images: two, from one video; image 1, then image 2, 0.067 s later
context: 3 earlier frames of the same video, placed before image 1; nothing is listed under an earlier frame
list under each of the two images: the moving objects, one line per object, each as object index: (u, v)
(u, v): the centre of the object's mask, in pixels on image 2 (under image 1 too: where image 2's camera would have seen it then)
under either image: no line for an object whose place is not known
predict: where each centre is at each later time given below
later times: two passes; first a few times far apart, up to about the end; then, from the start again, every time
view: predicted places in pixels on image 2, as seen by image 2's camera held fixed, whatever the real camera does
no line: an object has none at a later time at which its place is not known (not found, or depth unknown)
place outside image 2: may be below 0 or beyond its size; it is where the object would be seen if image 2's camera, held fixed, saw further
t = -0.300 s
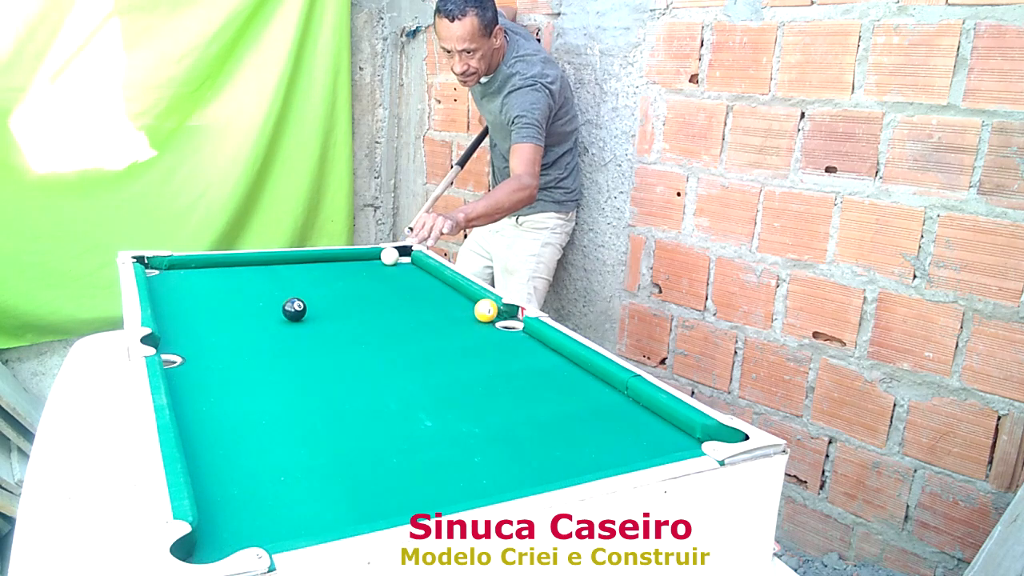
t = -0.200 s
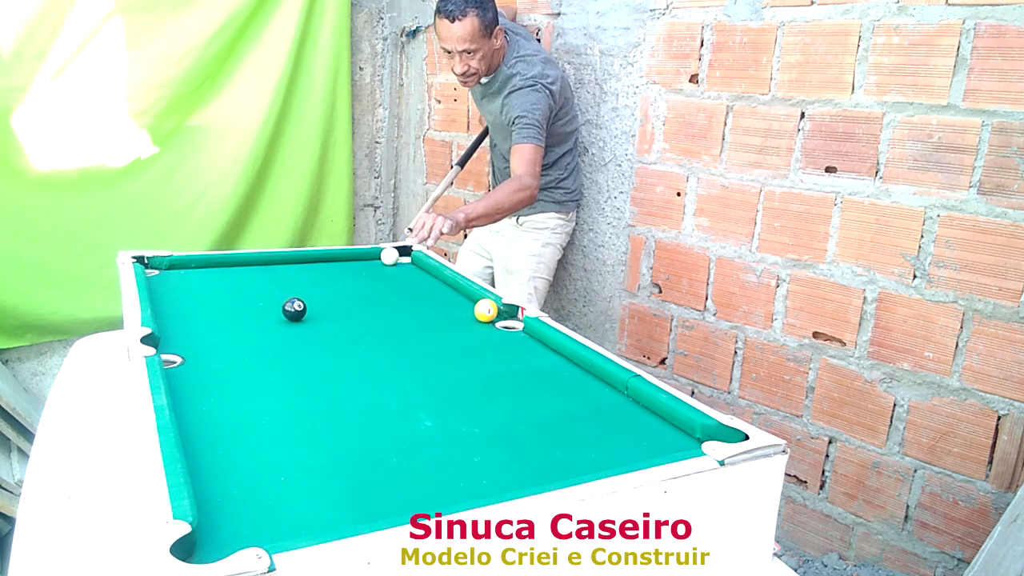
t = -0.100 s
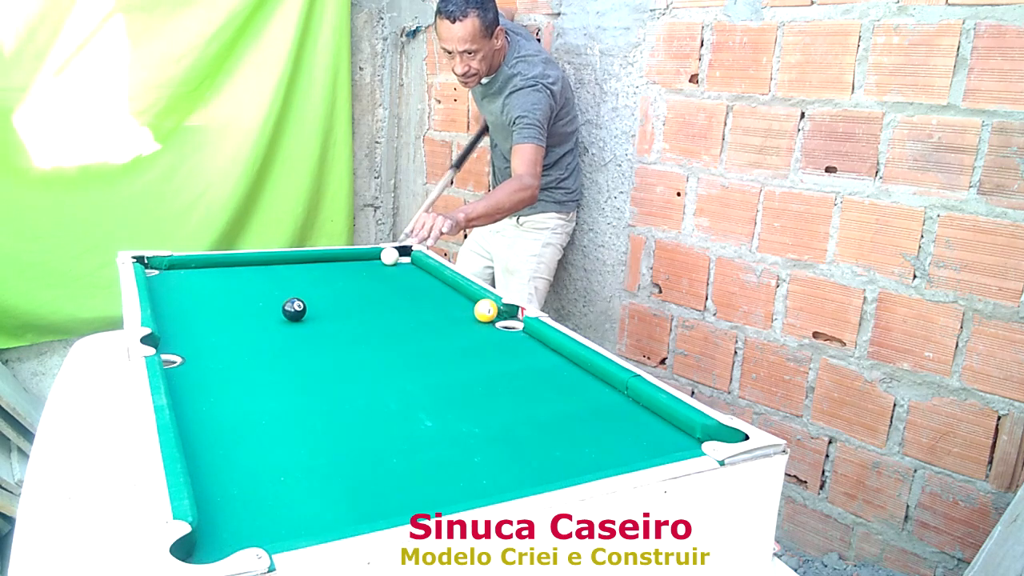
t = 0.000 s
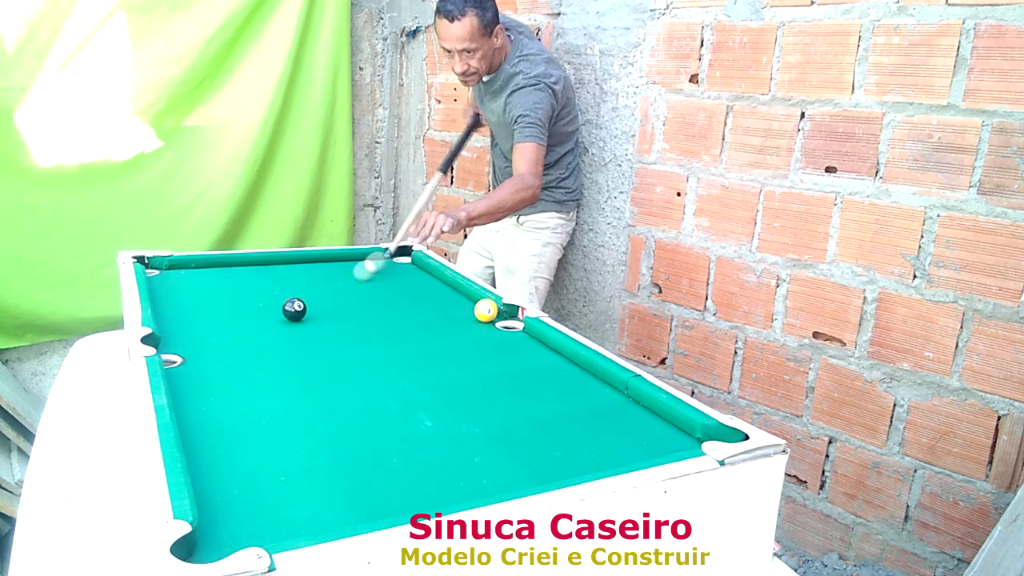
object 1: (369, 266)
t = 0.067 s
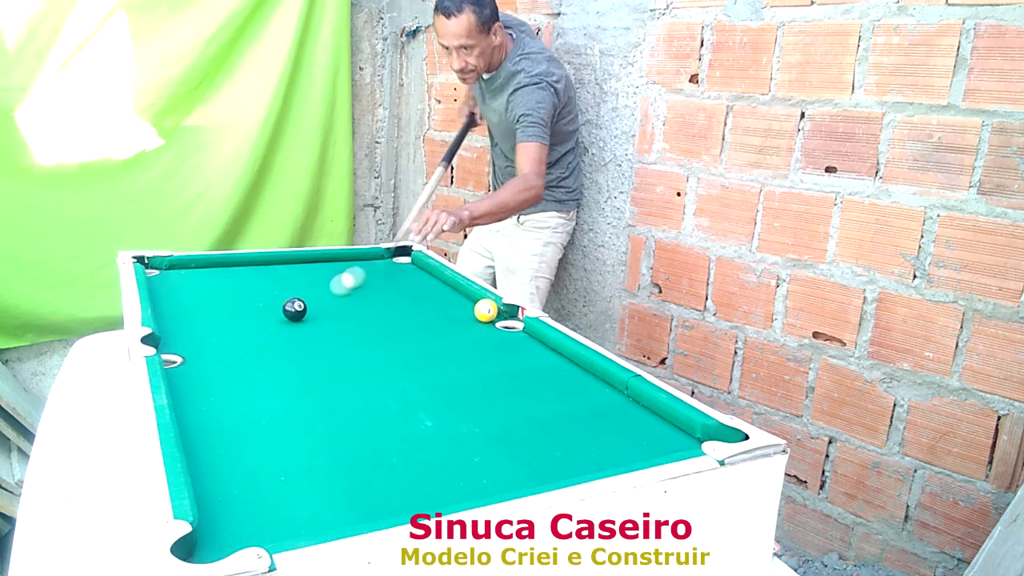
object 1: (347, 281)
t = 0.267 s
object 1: (325, 311)
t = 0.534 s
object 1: (346, 341)
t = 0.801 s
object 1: (374, 379)
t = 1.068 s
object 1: (410, 428)
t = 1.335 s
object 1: (457, 488)
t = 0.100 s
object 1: (335, 288)
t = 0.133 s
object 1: (324, 295)
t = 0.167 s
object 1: (317, 301)
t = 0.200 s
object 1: (316, 305)
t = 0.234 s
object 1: (321, 308)
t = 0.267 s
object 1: (325, 311)
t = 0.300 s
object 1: (328, 314)
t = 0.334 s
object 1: (330, 317)
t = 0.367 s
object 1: (332, 321)
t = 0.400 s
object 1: (335, 325)
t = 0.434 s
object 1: (338, 329)
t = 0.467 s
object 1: (341, 333)
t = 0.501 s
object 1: (343, 337)
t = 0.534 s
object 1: (346, 341)
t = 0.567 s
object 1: (349, 346)
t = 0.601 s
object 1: (353, 350)
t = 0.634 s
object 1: (356, 354)
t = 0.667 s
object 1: (359, 359)
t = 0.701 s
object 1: (363, 364)
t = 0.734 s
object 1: (366, 369)
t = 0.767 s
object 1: (370, 374)
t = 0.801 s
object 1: (374, 379)
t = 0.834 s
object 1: (378, 384)
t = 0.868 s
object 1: (382, 390)
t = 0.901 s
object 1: (386, 396)
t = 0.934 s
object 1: (391, 402)
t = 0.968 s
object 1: (396, 408)
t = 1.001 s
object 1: (400, 414)
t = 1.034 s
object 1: (405, 421)
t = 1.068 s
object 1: (410, 428)
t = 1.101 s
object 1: (417, 436)
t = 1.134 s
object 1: (420, 441)
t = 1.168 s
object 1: (426, 449)
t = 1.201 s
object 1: (432, 456)
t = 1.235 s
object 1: (439, 466)
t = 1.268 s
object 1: (445, 474)
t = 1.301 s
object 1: (451, 482)
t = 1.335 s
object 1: (457, 488)
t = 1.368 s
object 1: (457, 488)
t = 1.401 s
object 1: (453, 486)
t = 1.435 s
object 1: (450, 483)
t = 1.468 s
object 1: (447, 480)
